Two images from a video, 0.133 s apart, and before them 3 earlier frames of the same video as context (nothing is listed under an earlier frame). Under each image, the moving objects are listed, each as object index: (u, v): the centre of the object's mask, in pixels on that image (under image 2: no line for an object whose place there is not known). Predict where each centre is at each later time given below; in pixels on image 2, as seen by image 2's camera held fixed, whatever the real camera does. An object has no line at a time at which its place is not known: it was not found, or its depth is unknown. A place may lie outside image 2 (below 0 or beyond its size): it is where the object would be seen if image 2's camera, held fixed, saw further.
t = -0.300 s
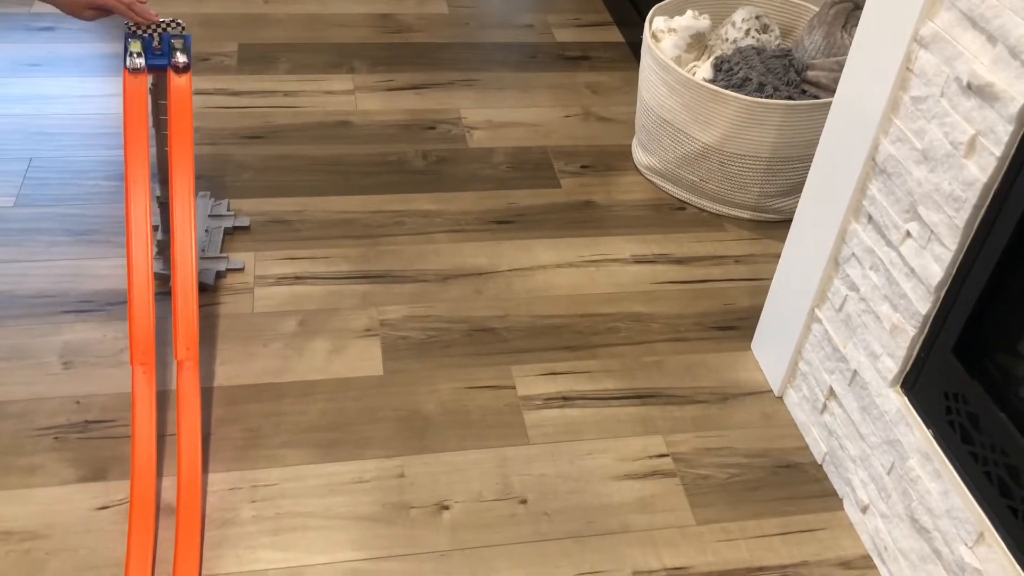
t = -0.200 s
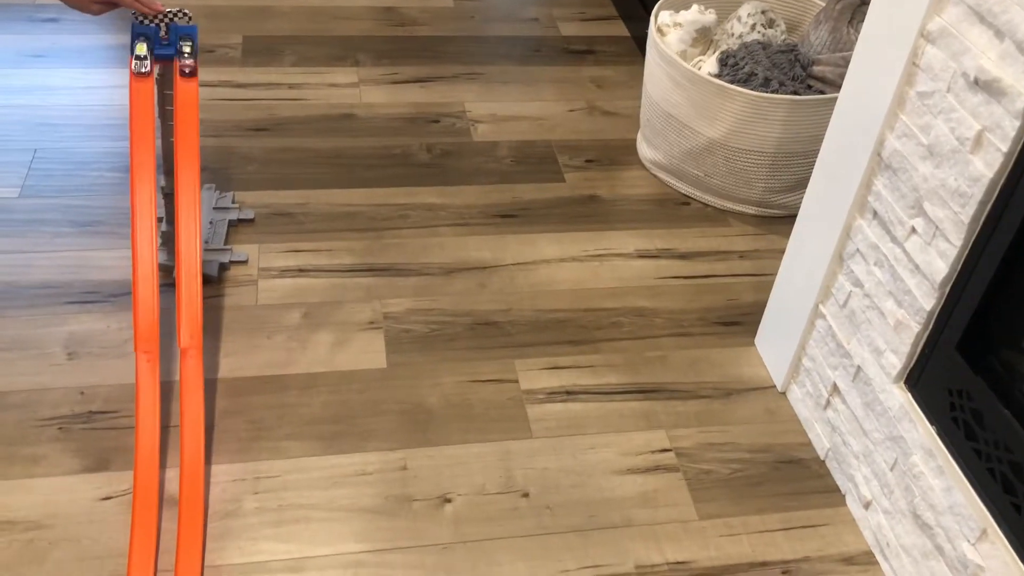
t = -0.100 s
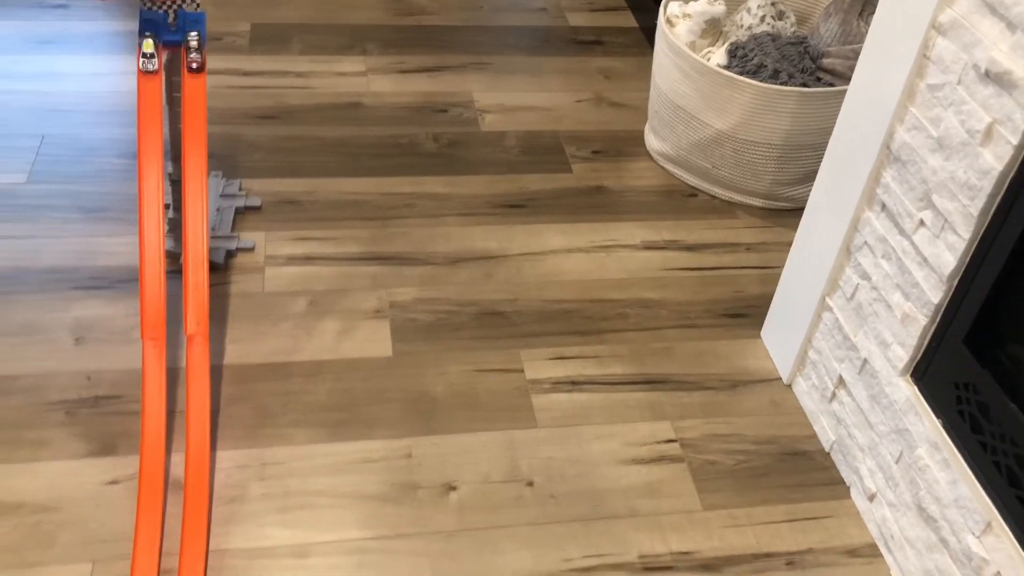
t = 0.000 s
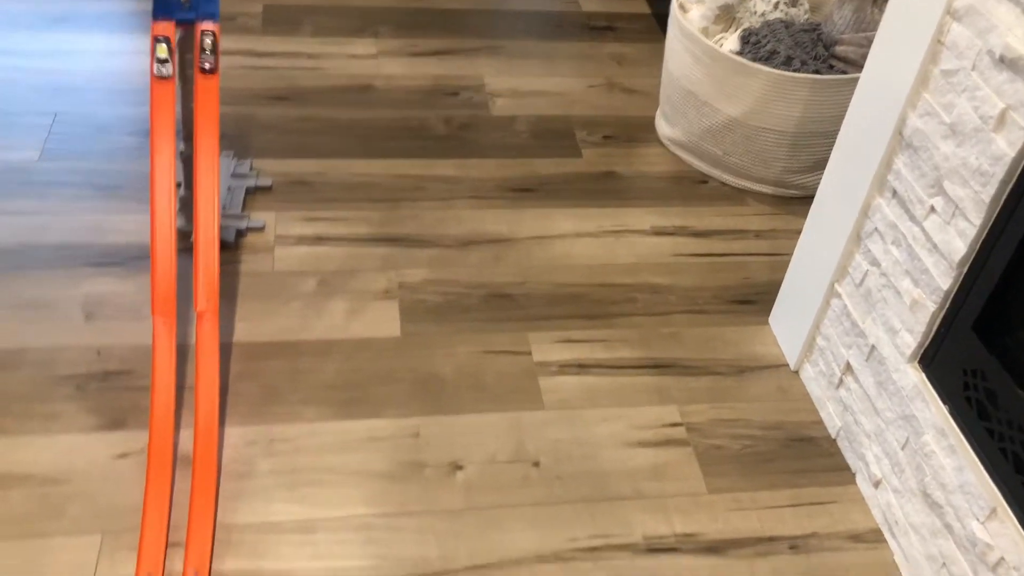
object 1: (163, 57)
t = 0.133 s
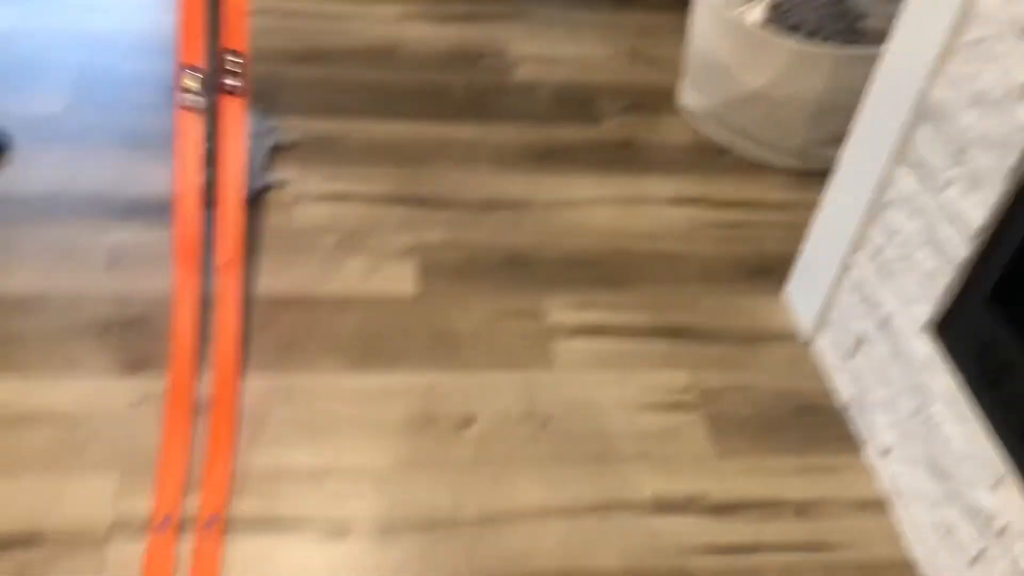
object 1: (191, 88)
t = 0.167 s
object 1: (190, 117)
